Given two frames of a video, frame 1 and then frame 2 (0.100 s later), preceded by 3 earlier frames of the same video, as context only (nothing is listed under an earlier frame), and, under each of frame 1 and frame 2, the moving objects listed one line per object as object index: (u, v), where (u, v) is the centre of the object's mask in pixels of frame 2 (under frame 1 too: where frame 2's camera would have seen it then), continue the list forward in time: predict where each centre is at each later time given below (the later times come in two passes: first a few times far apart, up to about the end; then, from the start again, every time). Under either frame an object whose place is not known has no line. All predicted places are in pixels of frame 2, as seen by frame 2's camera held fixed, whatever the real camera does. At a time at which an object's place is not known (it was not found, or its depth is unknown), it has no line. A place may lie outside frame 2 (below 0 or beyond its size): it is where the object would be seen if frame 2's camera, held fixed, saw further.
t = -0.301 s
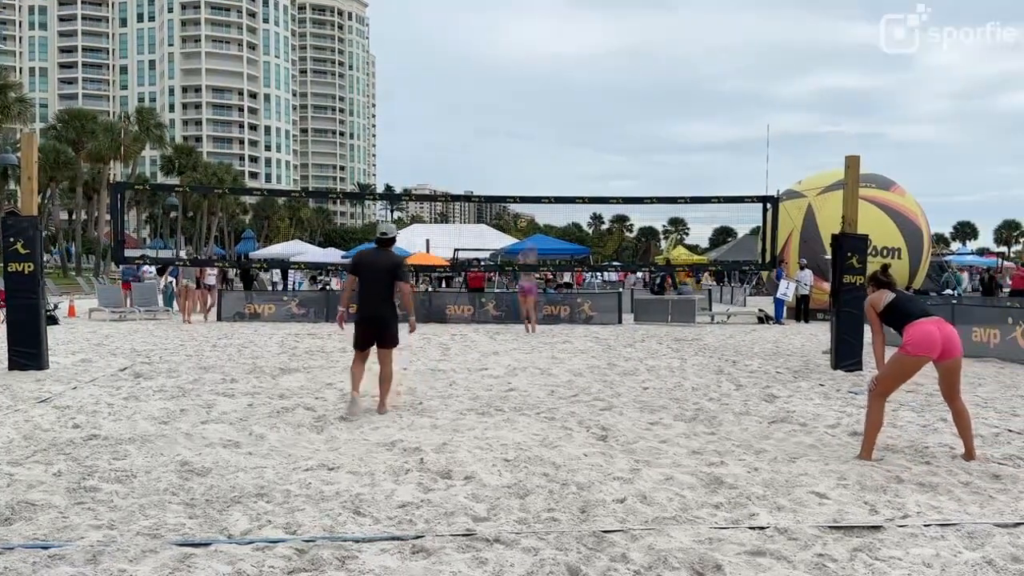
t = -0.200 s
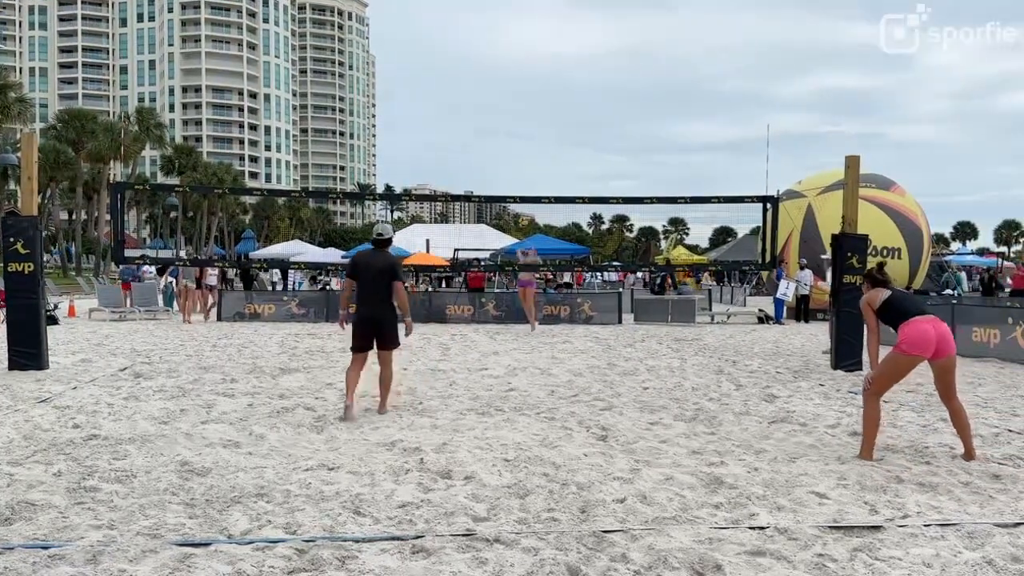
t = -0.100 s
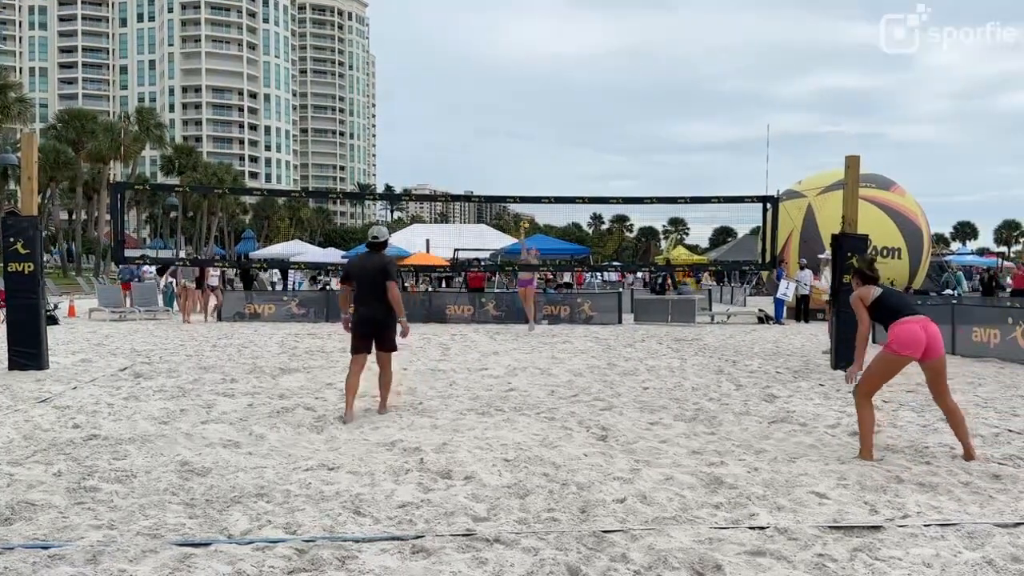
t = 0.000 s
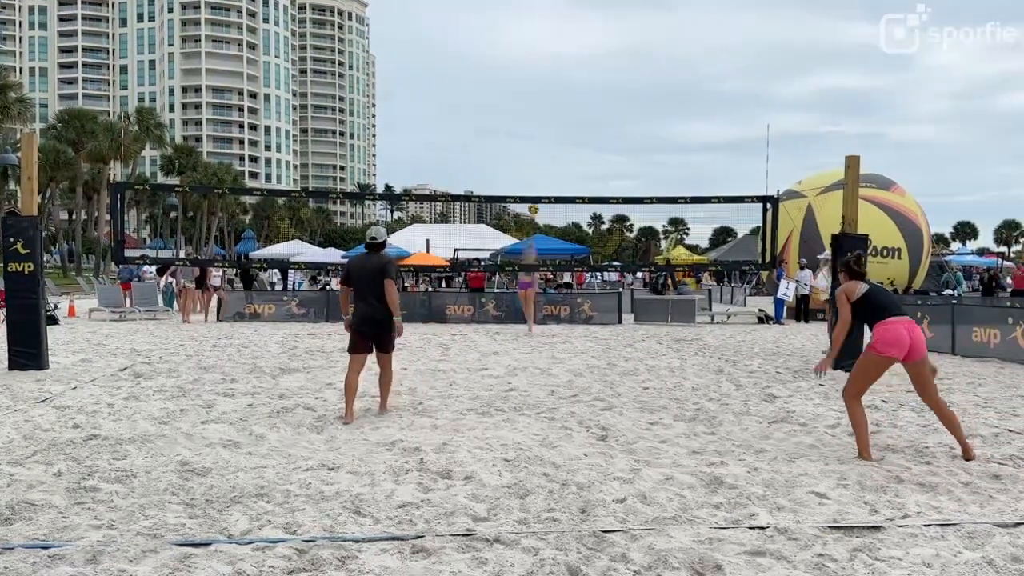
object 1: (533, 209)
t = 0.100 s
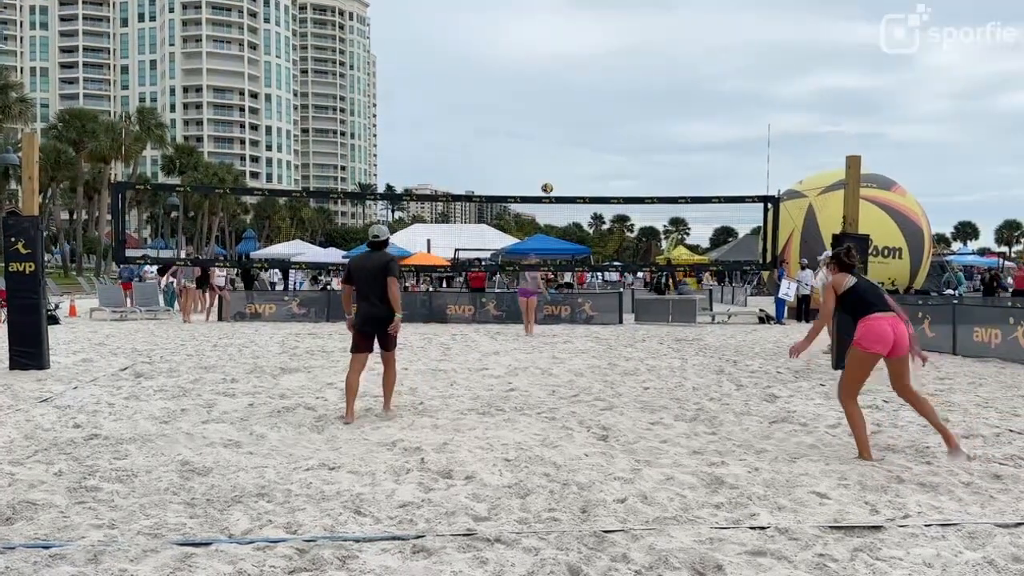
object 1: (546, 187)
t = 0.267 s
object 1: (575, 159)
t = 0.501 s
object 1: (627, 138)
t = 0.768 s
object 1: (715, 174)
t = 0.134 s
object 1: (551, 181)
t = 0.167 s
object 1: (557, 175)
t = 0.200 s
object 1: (563, 169)
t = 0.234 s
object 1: (568, 163)
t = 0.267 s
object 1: (575, 159)
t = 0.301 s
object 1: (581, 154)
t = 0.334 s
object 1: (588, 149)
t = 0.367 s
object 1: (595, 146)
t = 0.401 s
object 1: (603, 143)
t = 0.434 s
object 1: (609, 138)
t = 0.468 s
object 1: (619, 139)
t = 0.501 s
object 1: (627, 138)
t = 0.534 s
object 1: (636, 138)
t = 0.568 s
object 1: (646, 140)
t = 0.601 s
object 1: (656, 142)
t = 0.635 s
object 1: (666, 145)
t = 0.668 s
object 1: (677, 150)
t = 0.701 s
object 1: (689, 156)
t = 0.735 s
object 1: (701, 164)
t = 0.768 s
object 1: (715, 174)
